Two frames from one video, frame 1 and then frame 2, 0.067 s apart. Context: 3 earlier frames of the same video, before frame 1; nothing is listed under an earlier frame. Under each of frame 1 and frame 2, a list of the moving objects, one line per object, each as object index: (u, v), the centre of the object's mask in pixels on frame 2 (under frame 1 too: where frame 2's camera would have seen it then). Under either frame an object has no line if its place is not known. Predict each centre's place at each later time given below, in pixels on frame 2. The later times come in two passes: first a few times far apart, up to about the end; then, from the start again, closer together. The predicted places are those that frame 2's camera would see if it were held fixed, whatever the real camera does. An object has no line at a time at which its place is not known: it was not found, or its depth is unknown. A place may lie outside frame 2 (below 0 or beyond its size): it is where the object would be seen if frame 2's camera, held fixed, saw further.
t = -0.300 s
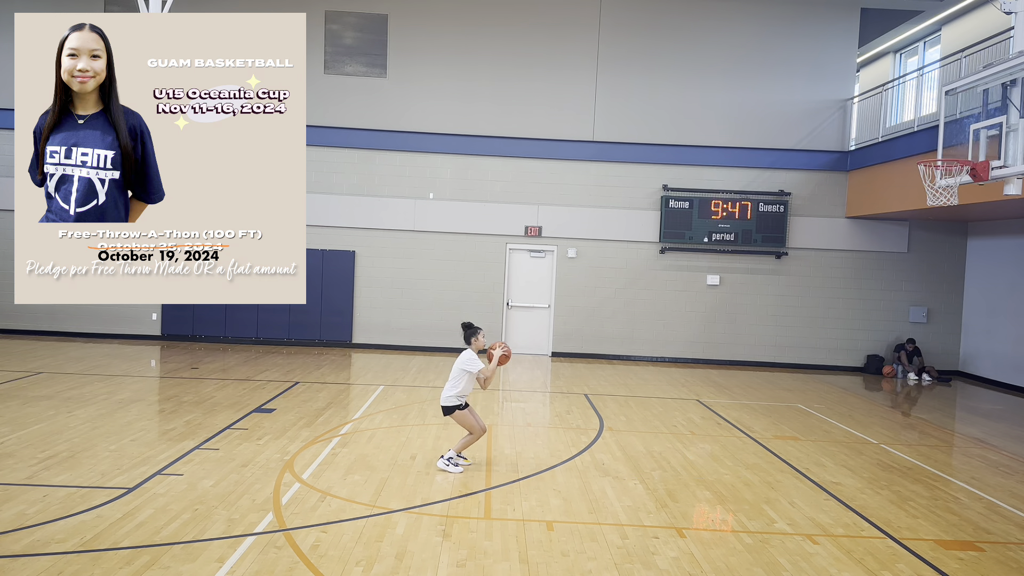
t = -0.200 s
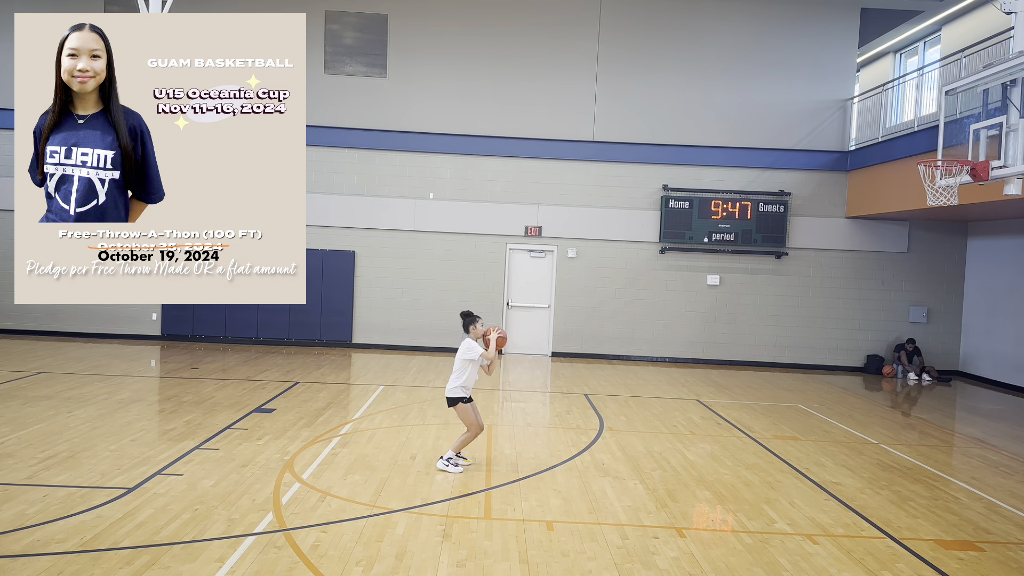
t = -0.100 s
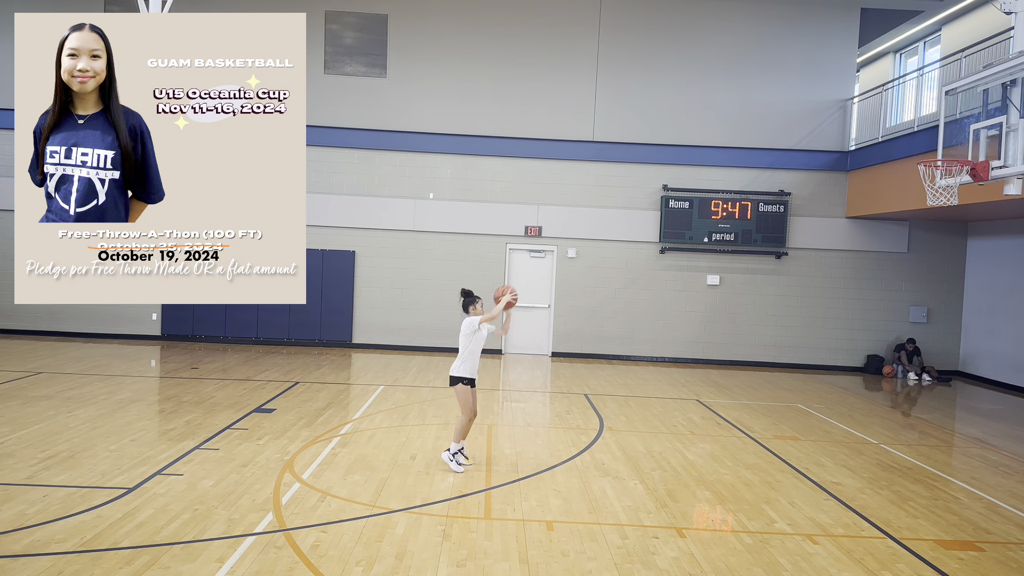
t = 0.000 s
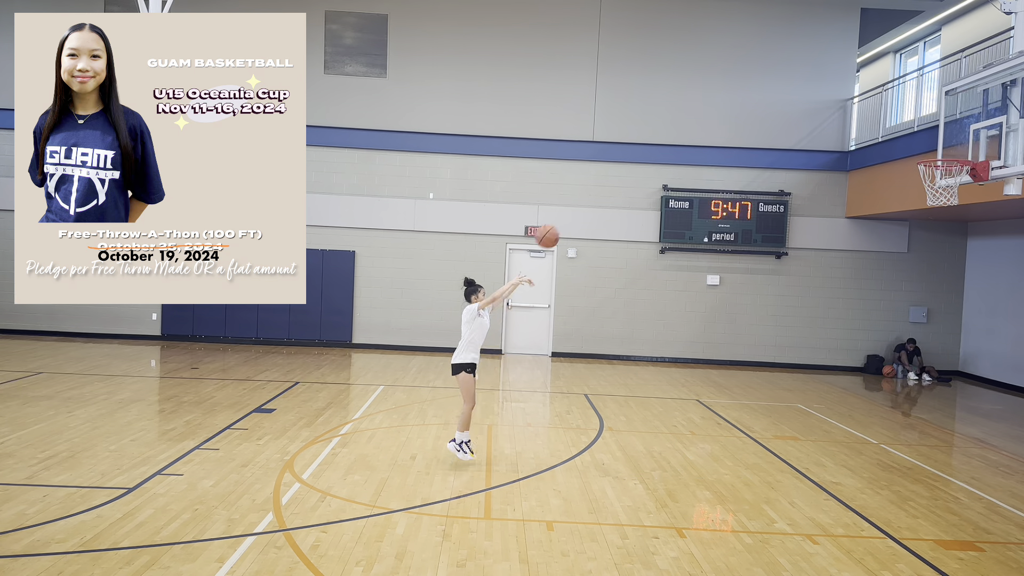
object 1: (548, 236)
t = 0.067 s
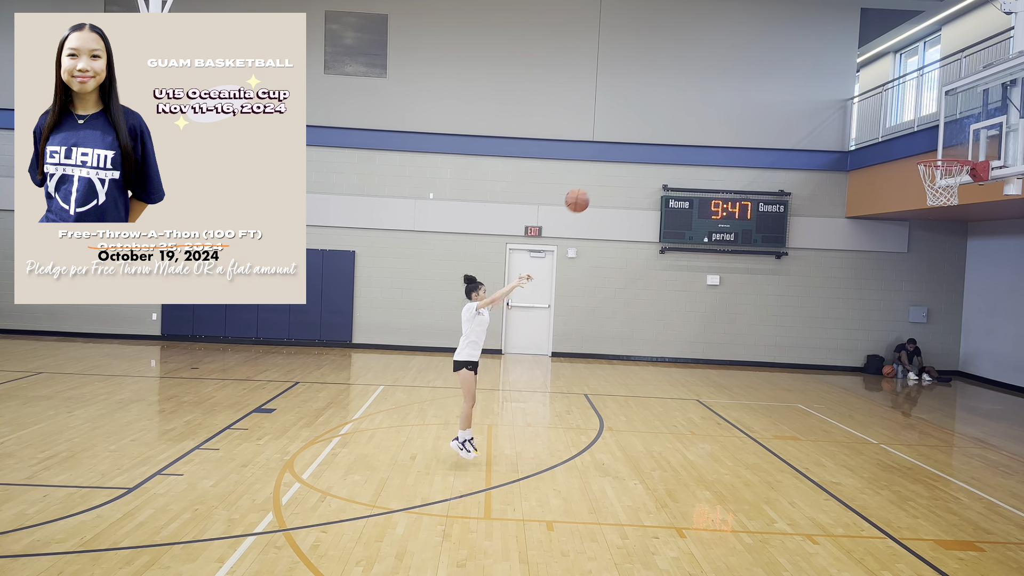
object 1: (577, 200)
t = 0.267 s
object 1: (666, 120)
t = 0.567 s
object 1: (793, 78)
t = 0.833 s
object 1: (897, 121)
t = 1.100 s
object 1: (969, 190)
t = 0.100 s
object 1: (592, 184)
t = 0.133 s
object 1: (607, 169)
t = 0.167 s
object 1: (622, 155)
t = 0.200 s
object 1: (636, 143)
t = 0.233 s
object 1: (651, 131)
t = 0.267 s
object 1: (666, 120)
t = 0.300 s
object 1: (681, 111)
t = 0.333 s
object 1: (695, 103)
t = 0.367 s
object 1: (709, 96)
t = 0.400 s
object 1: (724, 90)
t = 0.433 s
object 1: (738, 85)
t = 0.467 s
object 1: (752, 82)
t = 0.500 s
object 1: (766, 79)
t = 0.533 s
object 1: (780, 78)
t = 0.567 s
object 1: (793, 78)
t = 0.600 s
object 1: (807, 79)
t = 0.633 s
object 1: (820, 82)
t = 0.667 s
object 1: (833, 85)
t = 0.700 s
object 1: (846, 90)
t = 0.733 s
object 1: (859, 96)
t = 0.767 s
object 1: (872, 103)
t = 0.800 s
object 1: (885, 111)
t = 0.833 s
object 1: (897, 121)
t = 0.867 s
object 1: (910, 132)
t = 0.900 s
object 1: (922, 142)
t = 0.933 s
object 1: (934, 152)
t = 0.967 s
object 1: (948, 170)
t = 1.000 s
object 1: (956, 175)
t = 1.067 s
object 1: (968, 189)
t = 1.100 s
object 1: (969, 190)
